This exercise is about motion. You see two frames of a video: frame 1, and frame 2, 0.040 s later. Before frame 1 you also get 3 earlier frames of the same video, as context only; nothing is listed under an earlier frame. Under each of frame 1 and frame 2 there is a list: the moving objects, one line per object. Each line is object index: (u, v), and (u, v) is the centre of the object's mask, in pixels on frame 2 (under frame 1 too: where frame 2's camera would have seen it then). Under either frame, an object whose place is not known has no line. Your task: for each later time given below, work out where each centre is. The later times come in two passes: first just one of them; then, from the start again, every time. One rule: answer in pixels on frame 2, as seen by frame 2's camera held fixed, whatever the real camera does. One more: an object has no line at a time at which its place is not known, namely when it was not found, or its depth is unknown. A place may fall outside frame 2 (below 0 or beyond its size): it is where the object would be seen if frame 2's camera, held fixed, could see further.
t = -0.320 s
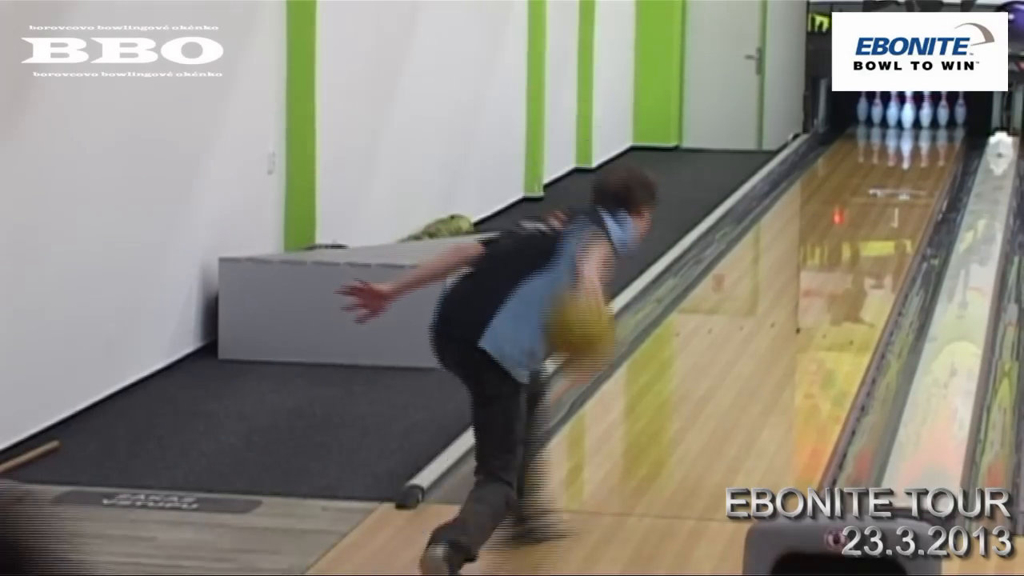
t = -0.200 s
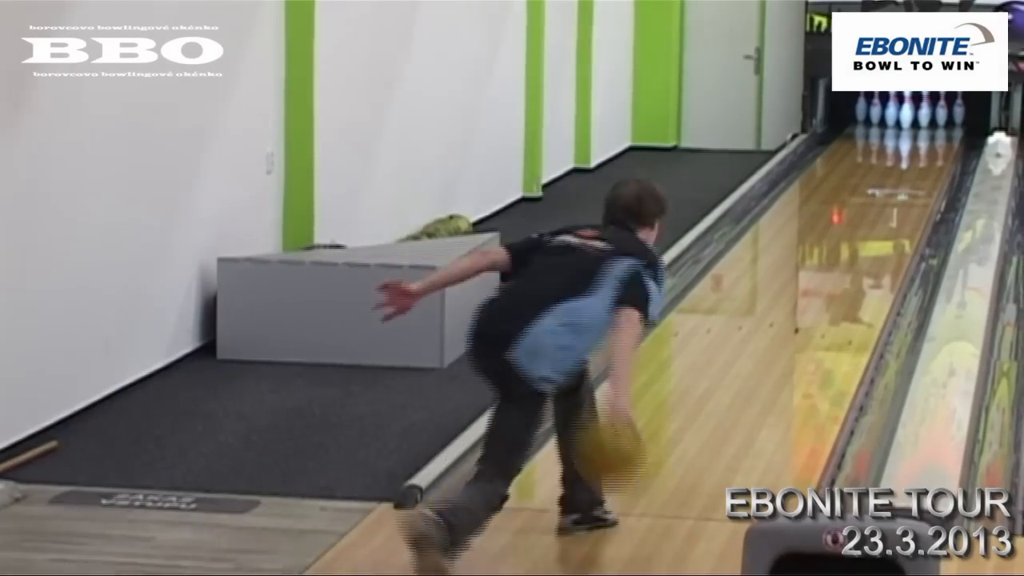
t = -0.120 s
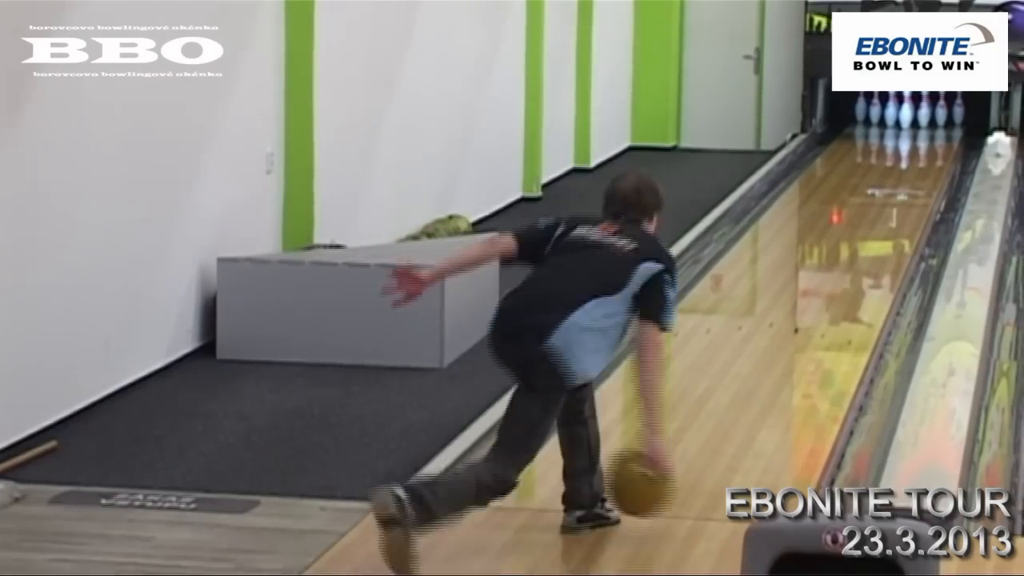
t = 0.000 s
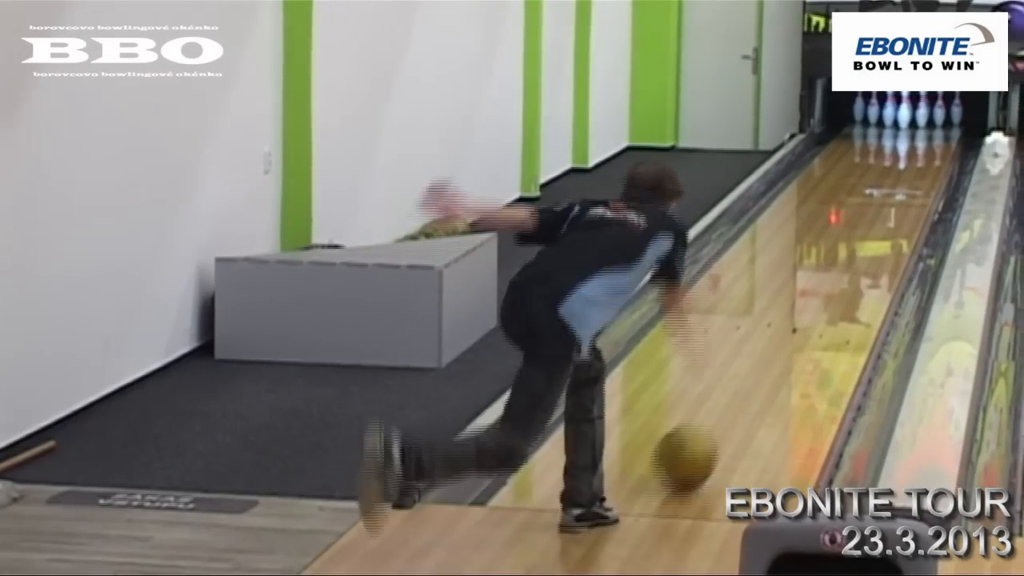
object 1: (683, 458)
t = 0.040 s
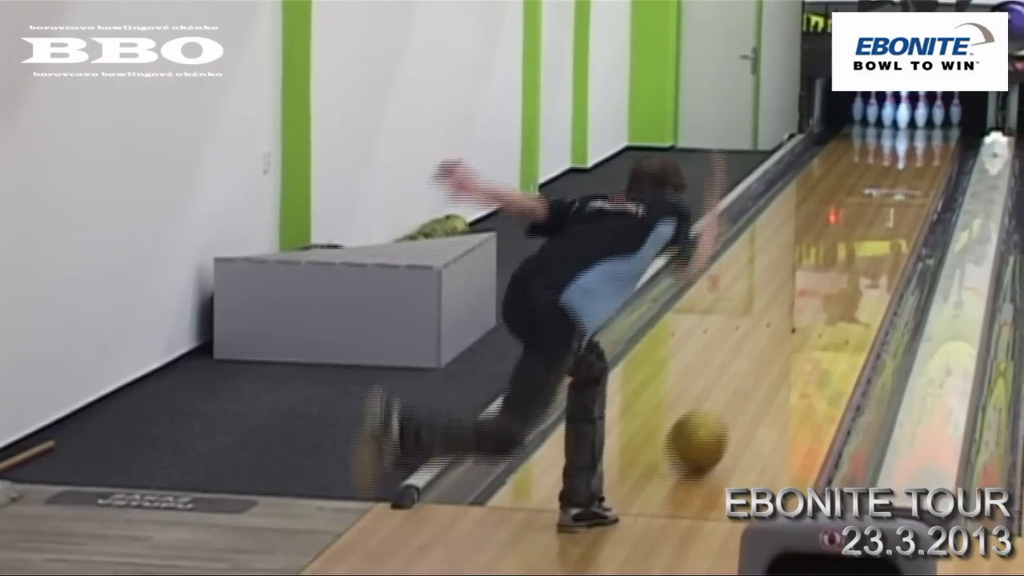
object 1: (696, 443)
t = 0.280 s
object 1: (760, 366)
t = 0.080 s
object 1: (709, 428)
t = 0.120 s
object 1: (720, 414)
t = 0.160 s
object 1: (731, 401)
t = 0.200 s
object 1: (742, 389)
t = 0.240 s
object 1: (751, 377)
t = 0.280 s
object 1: (760, 366)
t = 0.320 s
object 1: (769, 356)
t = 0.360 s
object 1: (777, 345)
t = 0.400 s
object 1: (785, 336)
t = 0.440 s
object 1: (792, 327)
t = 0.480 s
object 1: (799, 318)
